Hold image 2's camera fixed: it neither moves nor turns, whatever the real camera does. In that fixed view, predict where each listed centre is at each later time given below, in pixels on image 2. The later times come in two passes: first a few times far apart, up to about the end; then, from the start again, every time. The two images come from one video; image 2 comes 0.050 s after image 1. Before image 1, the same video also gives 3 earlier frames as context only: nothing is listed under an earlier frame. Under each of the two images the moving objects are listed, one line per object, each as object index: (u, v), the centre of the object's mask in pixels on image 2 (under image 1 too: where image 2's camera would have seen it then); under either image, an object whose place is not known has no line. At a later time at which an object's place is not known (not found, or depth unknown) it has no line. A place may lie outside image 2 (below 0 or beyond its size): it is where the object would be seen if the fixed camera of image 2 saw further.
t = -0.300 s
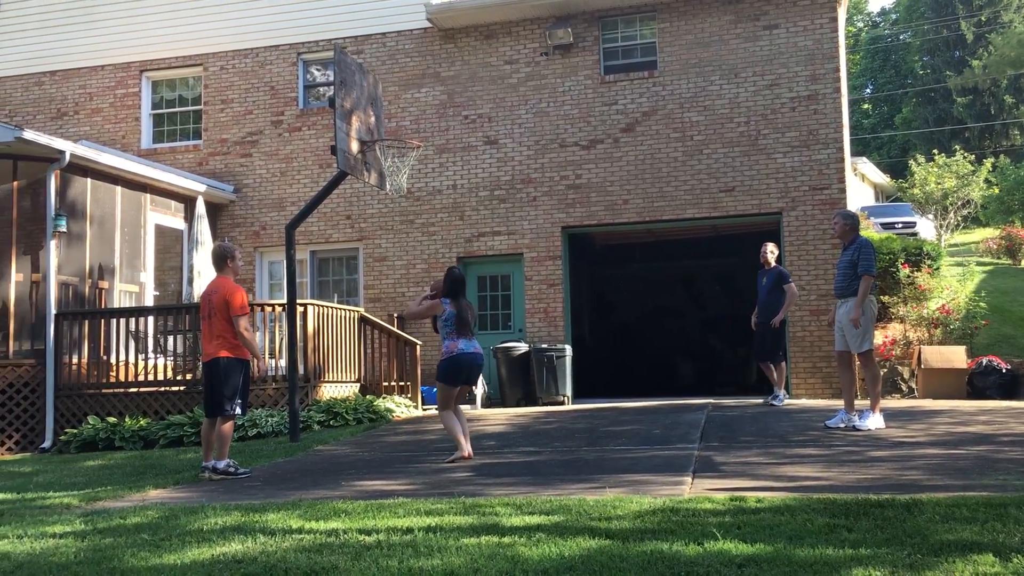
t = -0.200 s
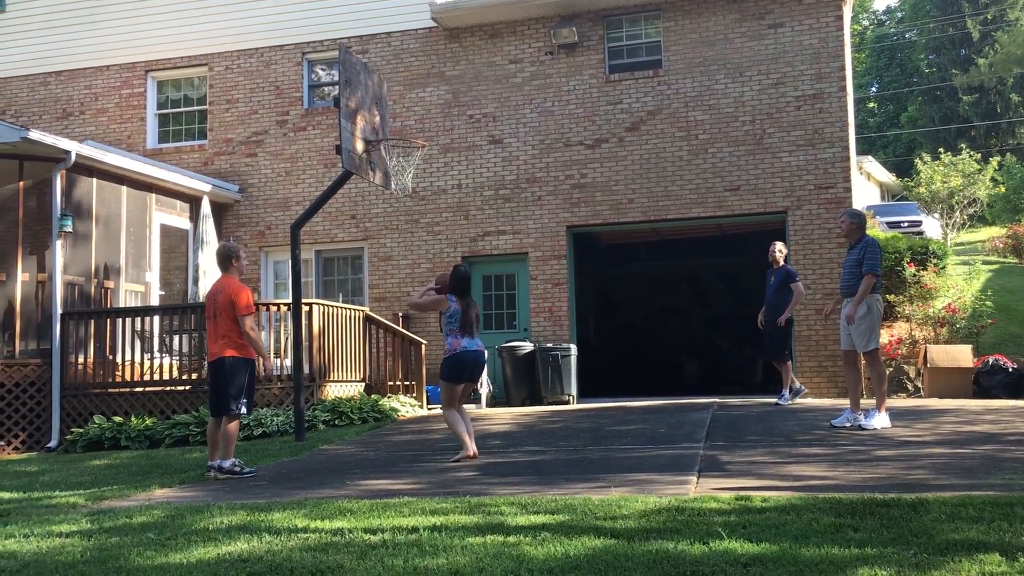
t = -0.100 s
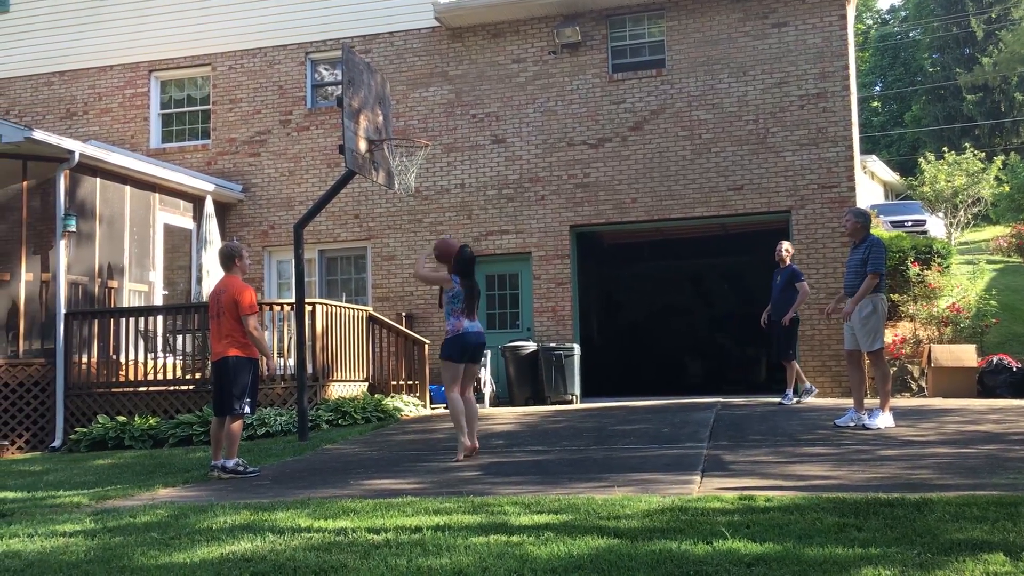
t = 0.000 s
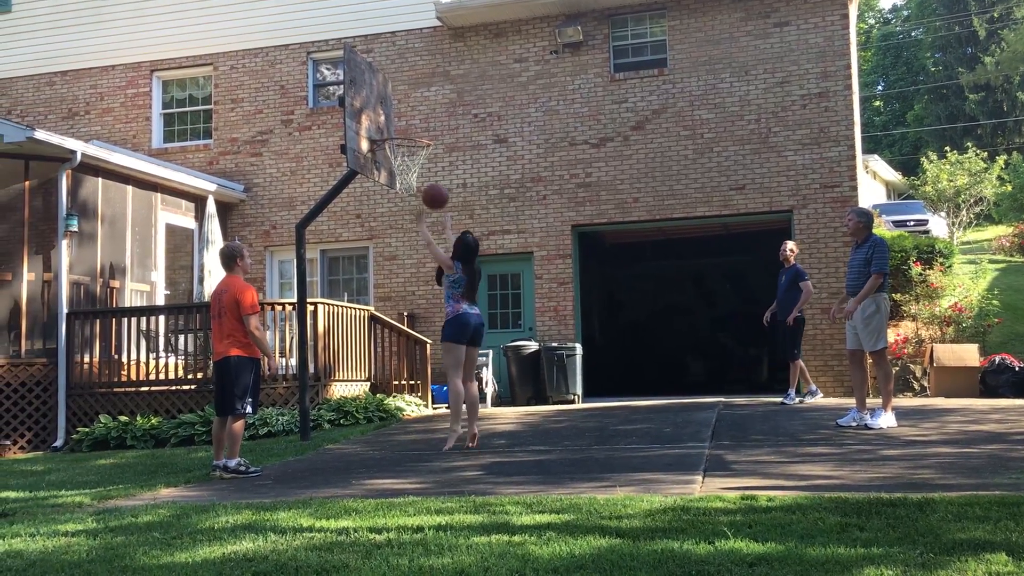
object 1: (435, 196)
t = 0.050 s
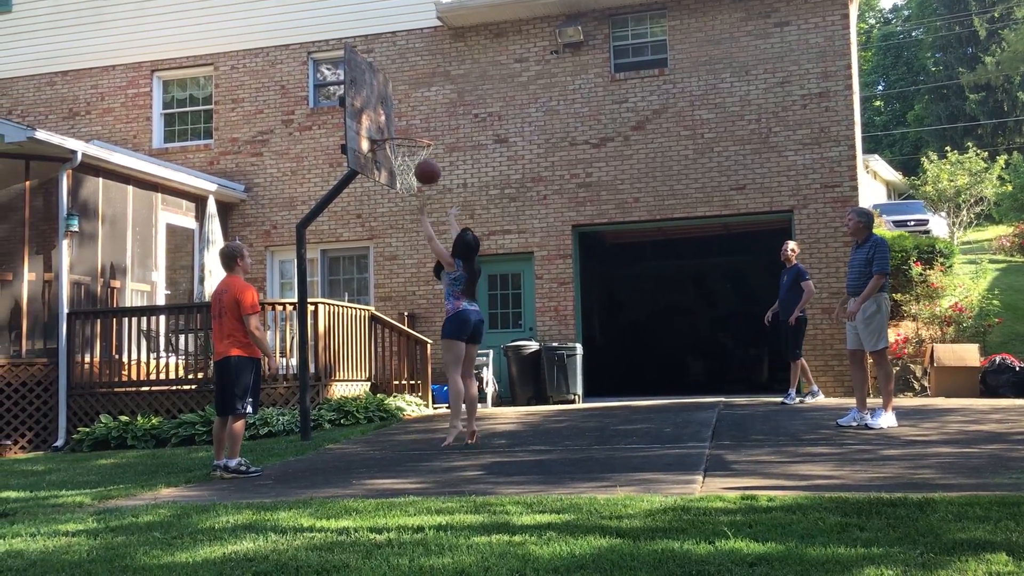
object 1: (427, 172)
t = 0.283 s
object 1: (392, 102)
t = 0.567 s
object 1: (392, 96)
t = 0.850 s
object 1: (410, 139)
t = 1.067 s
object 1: (404, 170)
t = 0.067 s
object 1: (425, 165)
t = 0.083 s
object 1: (422, 158)
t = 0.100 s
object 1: (419, 151)
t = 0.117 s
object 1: (417, 145)
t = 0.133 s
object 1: (414, 139)
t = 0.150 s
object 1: (411, 133)
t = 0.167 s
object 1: (409, 128)
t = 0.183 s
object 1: (406, 123)
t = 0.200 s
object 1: (404, 119)
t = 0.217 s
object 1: (401, 115)
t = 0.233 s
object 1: (399, 111)
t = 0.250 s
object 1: (397, 108)
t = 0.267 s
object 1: (394, 105)
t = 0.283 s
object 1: (392, 102)
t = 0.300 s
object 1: (389, 99)
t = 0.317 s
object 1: (387, 97)
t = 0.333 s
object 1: (385, 95)
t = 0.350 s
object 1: (382, 93)
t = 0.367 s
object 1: (380, 91)
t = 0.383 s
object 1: (378, 90)
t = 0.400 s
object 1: (376, 89)
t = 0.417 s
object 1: (374, 89)
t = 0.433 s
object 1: (371, 89)
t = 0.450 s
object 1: (372, 89)
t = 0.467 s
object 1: (375, 89)
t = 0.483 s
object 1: (378, 89)
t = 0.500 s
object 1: (380, 90)
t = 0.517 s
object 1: (383, 91)
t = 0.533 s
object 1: (386, 92)
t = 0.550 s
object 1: (389, 94)
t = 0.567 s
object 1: (392, 96)
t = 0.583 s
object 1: (394, 97)
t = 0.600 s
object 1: (397, 100)
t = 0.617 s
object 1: (400, 102)
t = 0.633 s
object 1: (402, 105)
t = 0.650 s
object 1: (405, 108)
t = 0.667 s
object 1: (408, 111)
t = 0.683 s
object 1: (410, 115)
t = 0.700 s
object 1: (413, 119)
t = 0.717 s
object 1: (416, 123)
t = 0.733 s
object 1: (419, 127)
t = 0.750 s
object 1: (422, 131)
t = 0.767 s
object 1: (424, 133)
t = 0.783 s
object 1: (421, 134)
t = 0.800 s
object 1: (418, 135)
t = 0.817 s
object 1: (415, 137)
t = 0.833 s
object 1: (413, 138)
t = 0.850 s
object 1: (410, 139)
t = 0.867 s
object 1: (407, 139)
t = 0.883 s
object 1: (404, 141)
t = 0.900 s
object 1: (402, 143)
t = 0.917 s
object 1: (398, 145)
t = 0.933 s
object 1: (398, 147)
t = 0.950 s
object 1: (398, 149)
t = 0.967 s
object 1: (398, 151)
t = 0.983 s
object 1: (400, 153)
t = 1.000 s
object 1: (401, 156)
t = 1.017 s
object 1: (402, 160)
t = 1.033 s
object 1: (403, 163)
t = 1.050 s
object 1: (404, 165)
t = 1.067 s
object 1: (404, 170)
